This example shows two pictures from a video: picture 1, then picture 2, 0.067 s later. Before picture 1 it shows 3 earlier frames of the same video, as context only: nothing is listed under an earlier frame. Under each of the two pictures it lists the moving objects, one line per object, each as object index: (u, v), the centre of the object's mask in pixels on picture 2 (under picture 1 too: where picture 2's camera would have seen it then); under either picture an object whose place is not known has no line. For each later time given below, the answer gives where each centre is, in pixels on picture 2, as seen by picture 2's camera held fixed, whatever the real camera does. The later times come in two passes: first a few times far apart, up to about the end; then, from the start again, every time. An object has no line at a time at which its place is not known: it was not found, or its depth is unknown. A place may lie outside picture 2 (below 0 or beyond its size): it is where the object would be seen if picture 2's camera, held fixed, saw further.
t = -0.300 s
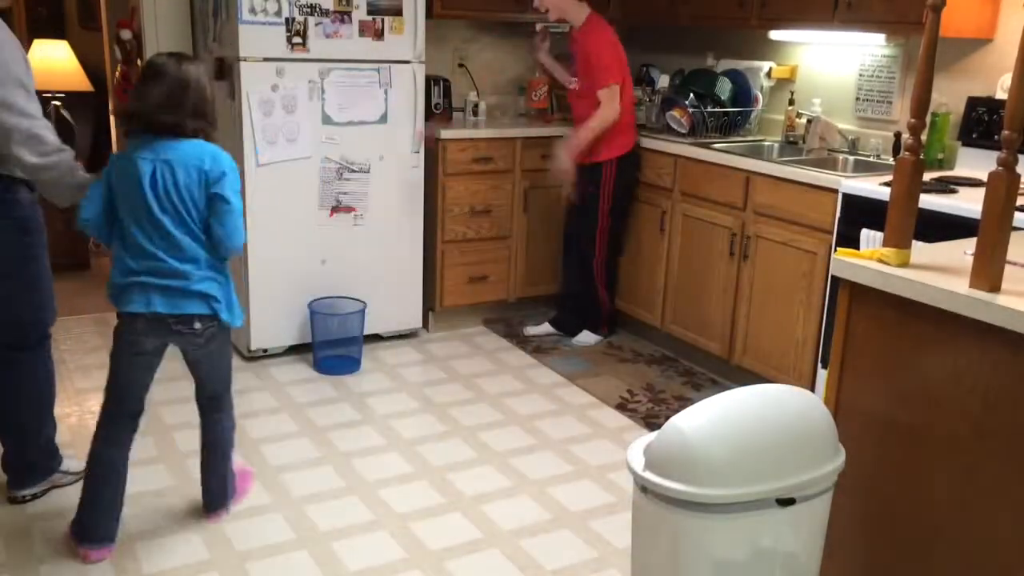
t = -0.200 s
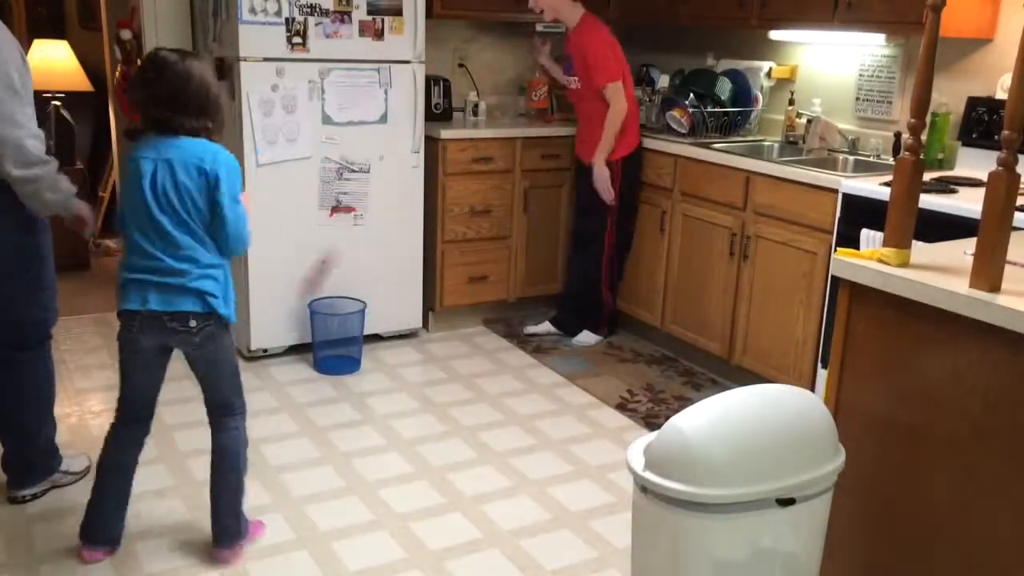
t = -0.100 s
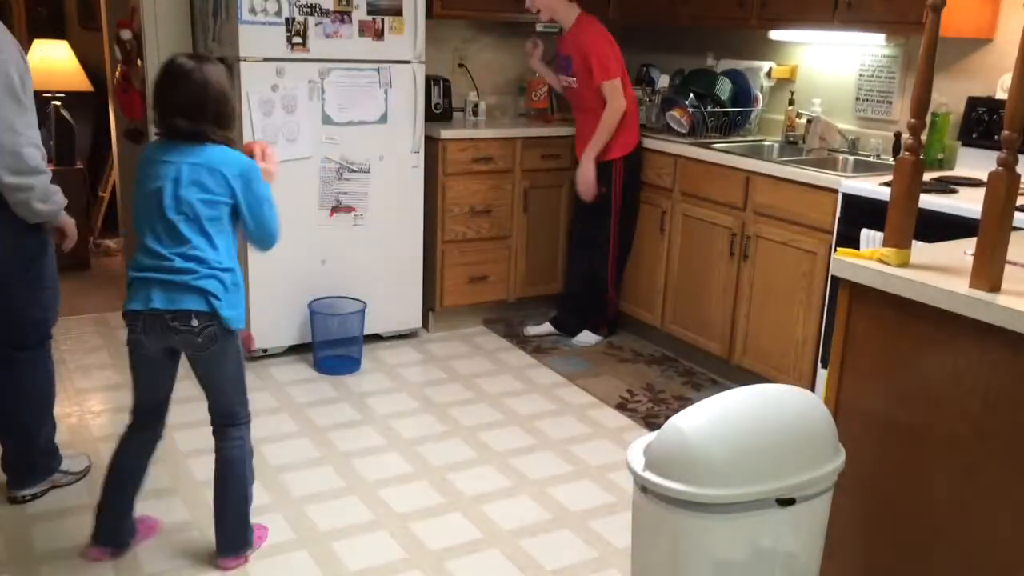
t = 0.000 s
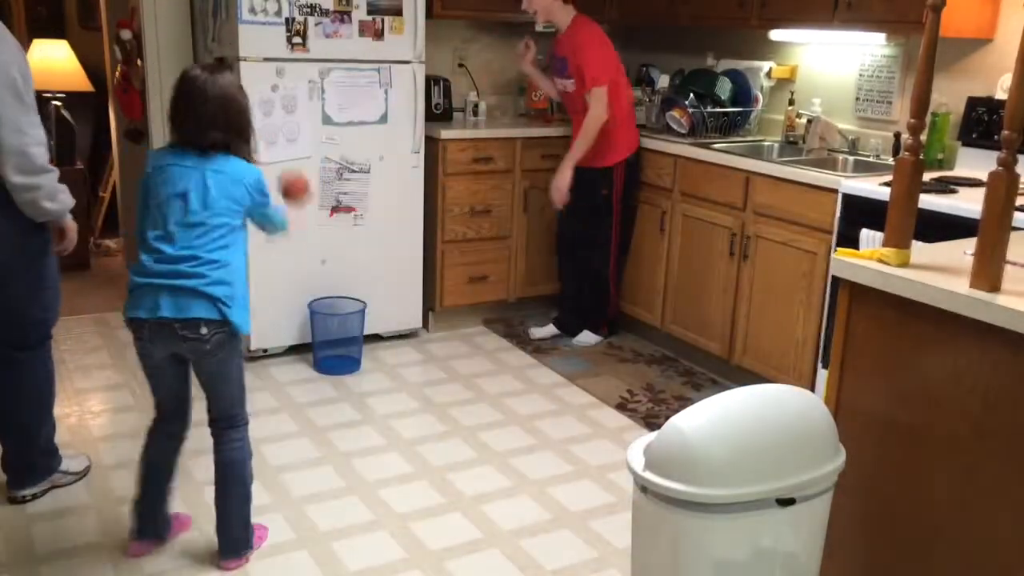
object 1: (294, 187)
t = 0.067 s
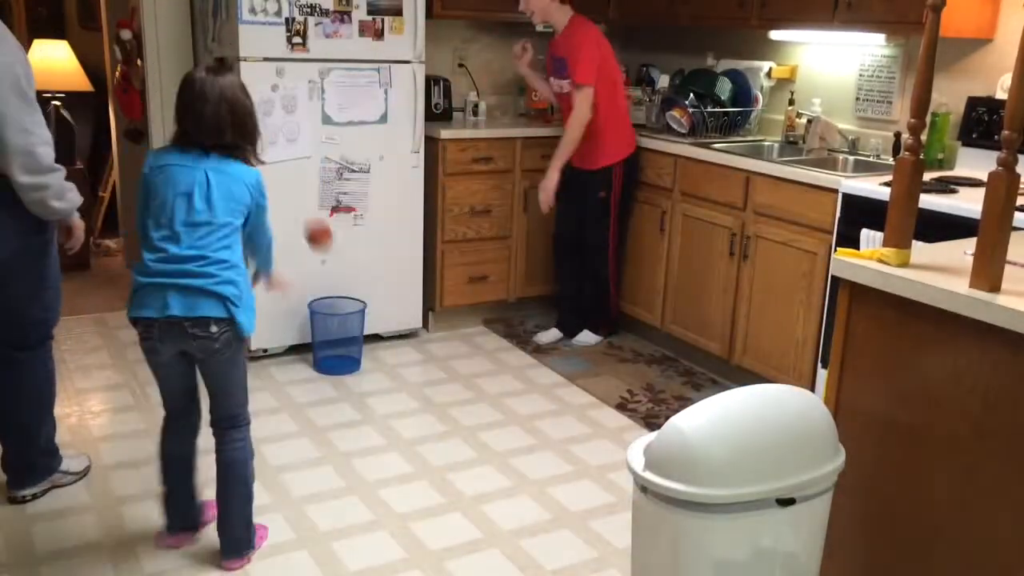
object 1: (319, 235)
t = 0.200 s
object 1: (356, 270)
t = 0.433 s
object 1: (428, 270)
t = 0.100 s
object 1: (329, 259)
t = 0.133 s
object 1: (337, 282)
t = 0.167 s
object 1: (346, 281)
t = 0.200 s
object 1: (356, 270)
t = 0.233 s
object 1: (368, 262)
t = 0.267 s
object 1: (378, 257)
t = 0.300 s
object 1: (388, 254)
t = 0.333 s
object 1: (398, 255)
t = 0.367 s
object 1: (409, 257)
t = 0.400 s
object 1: (420, 263)
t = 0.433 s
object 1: (428, 270)
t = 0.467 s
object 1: (440, 281)
